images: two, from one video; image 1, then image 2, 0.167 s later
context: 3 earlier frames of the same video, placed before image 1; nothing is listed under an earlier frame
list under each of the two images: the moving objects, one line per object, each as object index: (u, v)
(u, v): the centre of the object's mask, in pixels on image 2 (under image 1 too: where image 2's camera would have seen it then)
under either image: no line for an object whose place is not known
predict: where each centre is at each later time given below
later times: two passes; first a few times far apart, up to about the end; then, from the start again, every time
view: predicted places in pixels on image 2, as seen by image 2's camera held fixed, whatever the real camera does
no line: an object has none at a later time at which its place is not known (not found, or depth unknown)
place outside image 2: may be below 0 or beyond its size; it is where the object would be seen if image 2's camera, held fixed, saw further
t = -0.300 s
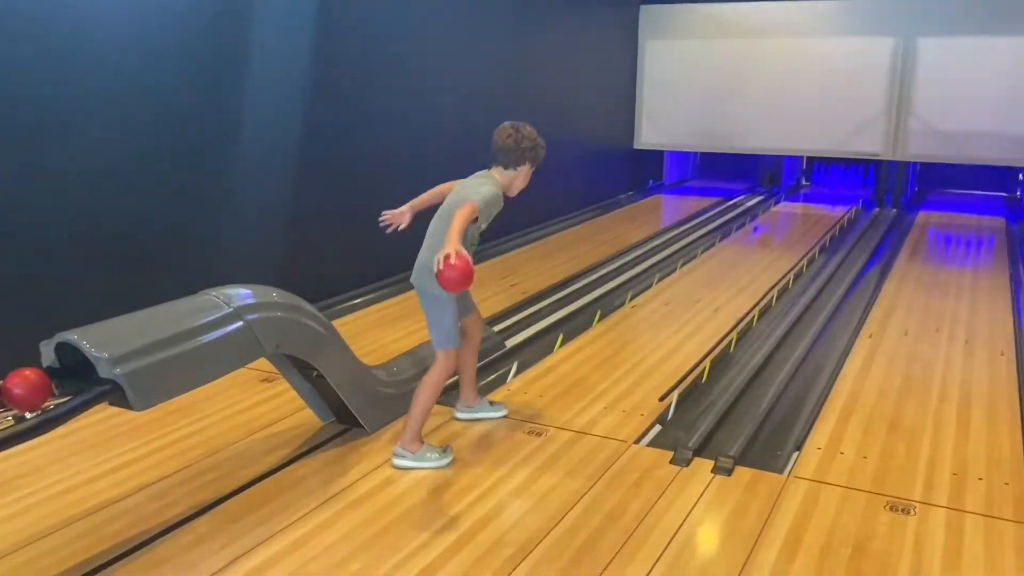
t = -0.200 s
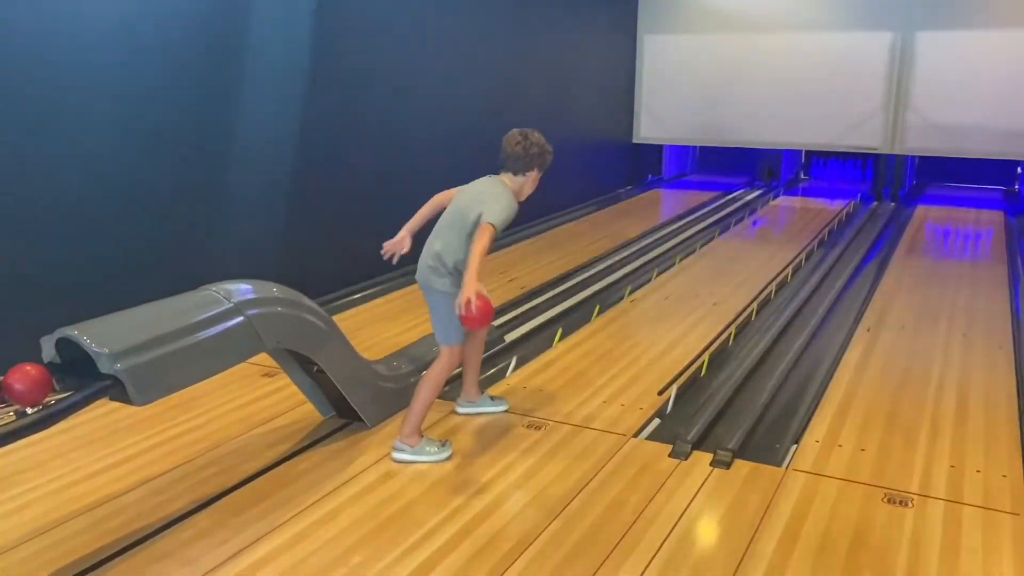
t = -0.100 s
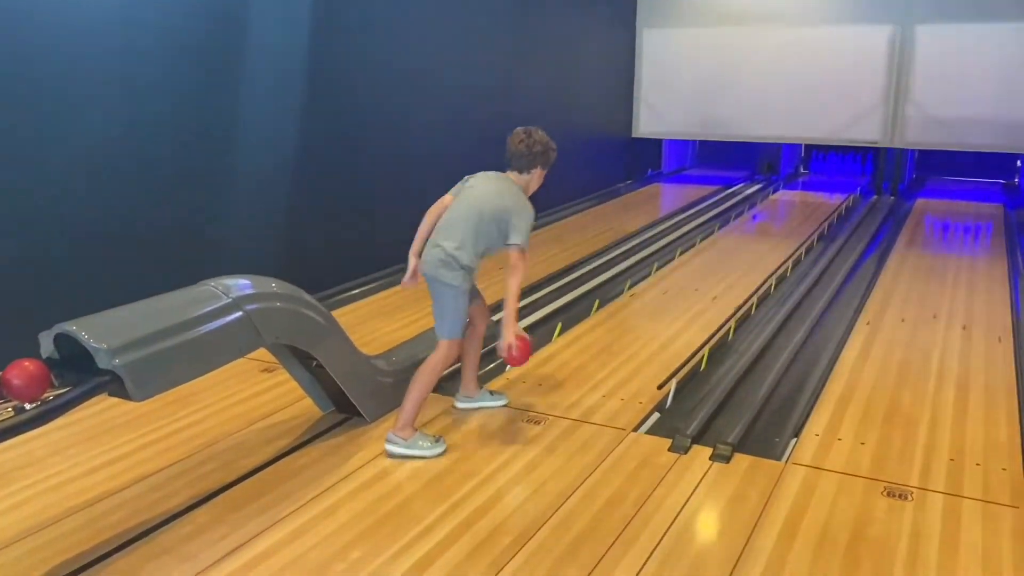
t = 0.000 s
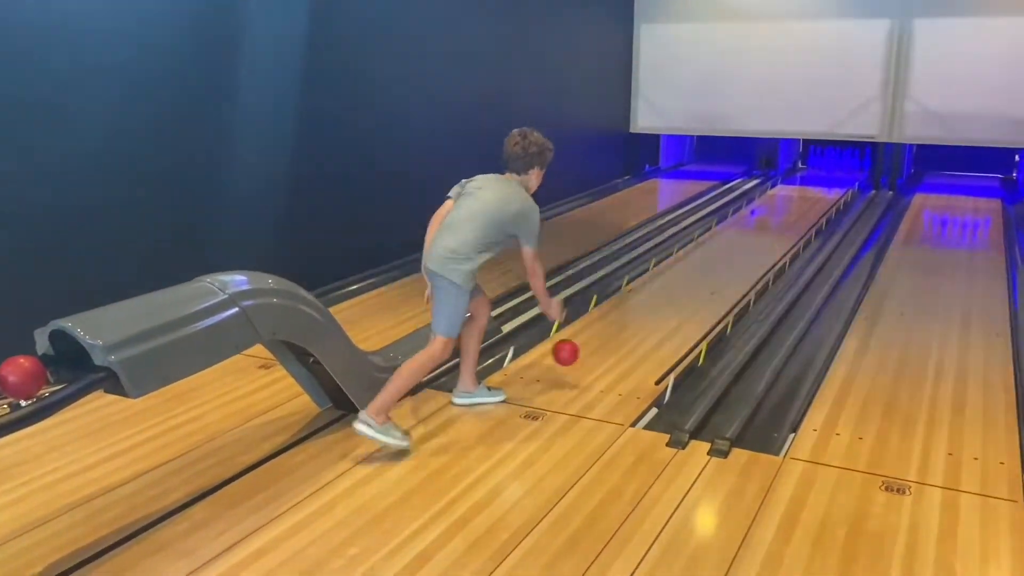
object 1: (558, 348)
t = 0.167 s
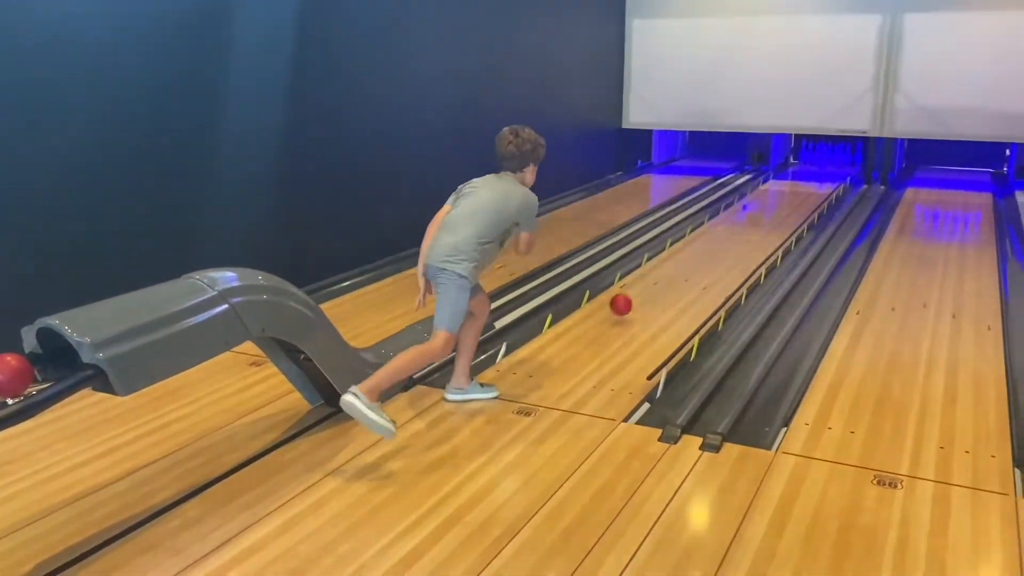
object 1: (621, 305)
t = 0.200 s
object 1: (631, 298)
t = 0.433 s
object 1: (684, 254)
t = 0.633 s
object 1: (715, 225)
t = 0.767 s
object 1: (730, 210)
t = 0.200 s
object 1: (631, 298)
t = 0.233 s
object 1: (640, 294)
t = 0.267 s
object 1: (649, 287)
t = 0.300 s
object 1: (657, 279)
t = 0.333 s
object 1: (664, 272)
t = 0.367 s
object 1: (671, 266)
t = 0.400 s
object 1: (678, 259)
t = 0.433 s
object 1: (684, 254)
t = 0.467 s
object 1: (690, 248)
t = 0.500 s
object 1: (695, 243)
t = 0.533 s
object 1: (700, 238)
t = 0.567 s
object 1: (706, 233)
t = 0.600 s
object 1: (710, 229)
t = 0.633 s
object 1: (715, 225)
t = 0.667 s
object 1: (719, 221)
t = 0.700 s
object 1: (723, 217)
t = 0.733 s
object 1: (727, 214)
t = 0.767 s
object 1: (730, 210)
